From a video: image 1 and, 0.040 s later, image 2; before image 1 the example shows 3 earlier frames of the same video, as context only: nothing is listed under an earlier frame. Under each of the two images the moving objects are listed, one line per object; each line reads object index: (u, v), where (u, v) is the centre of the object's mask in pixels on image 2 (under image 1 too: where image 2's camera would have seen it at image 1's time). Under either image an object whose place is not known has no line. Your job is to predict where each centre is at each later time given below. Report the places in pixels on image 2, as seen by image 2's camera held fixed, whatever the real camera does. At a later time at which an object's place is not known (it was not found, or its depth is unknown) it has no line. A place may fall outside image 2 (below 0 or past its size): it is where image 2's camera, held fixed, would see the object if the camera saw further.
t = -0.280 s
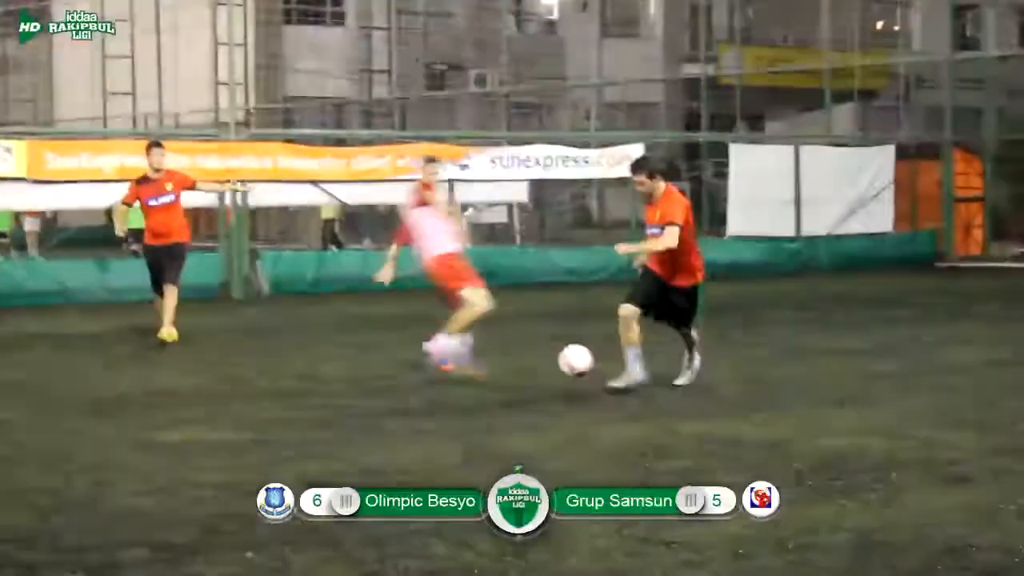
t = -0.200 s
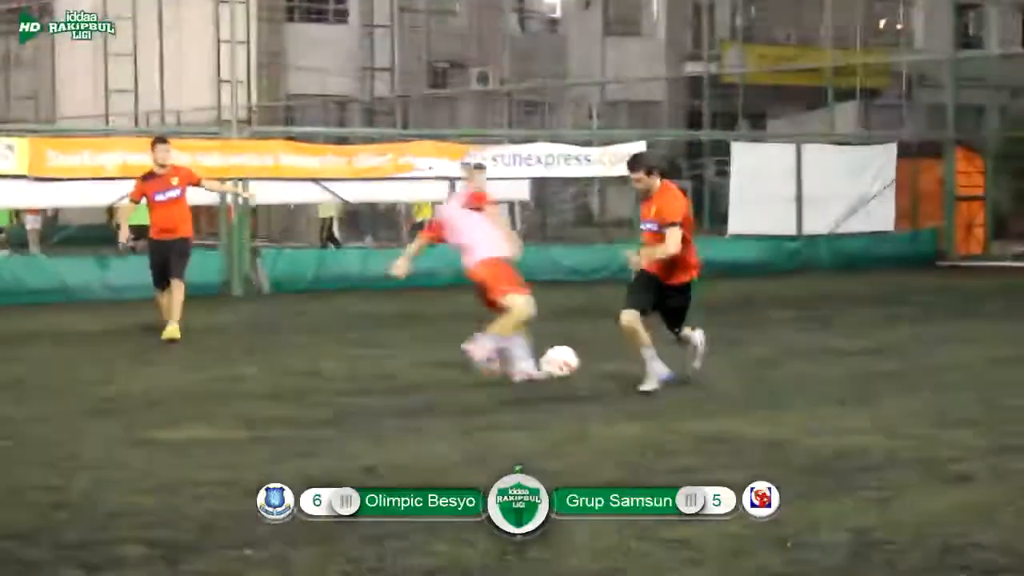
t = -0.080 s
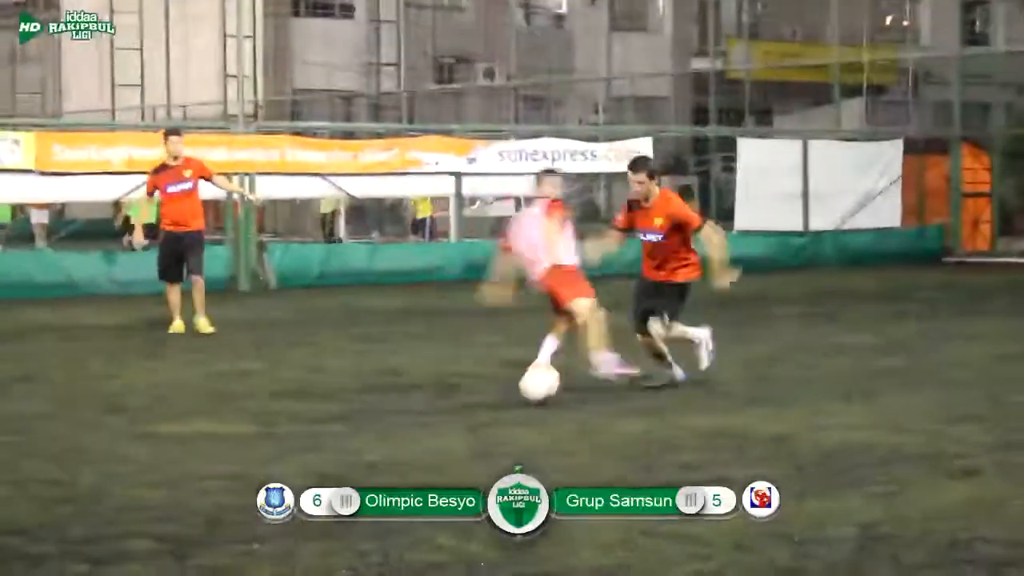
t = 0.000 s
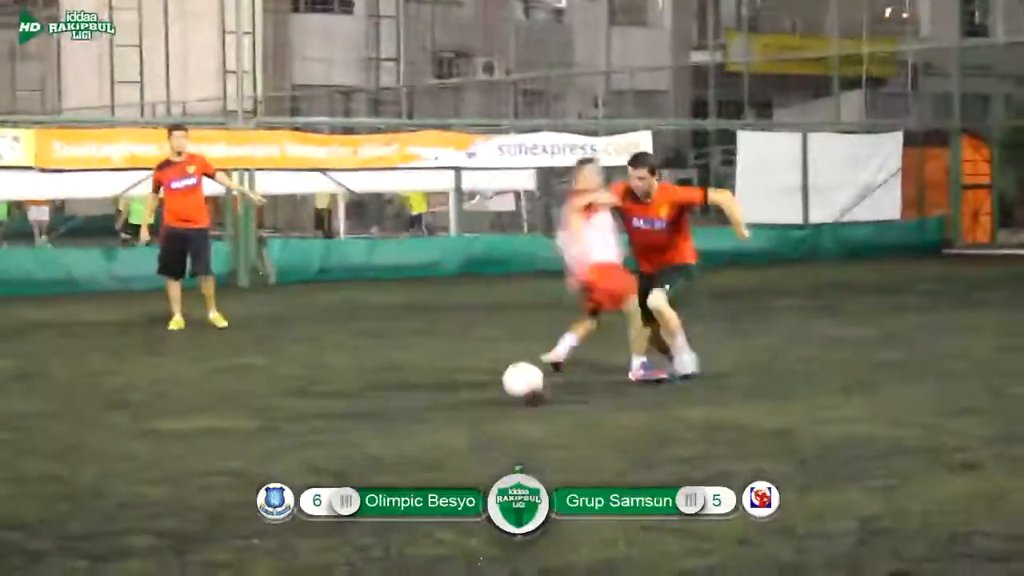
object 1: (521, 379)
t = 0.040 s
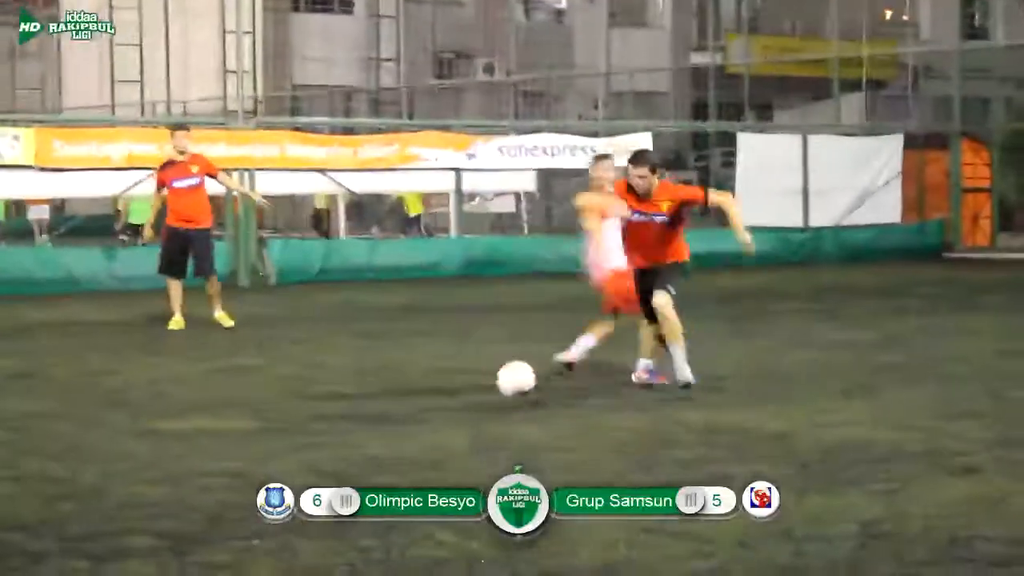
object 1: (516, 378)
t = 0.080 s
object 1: (511, 378)
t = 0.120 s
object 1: (502, 377)
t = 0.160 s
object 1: (496, 380)
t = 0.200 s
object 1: (497, 382)
